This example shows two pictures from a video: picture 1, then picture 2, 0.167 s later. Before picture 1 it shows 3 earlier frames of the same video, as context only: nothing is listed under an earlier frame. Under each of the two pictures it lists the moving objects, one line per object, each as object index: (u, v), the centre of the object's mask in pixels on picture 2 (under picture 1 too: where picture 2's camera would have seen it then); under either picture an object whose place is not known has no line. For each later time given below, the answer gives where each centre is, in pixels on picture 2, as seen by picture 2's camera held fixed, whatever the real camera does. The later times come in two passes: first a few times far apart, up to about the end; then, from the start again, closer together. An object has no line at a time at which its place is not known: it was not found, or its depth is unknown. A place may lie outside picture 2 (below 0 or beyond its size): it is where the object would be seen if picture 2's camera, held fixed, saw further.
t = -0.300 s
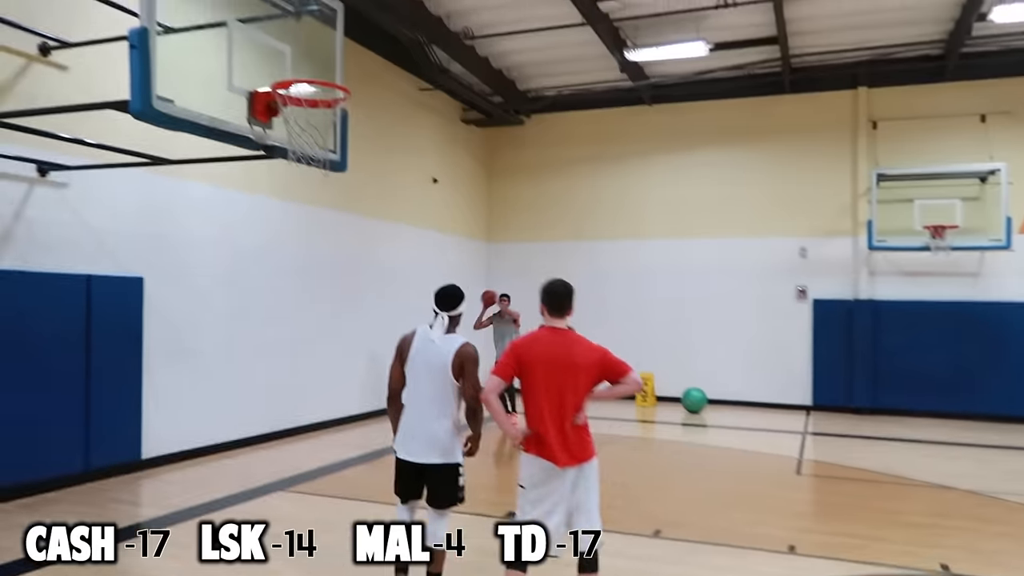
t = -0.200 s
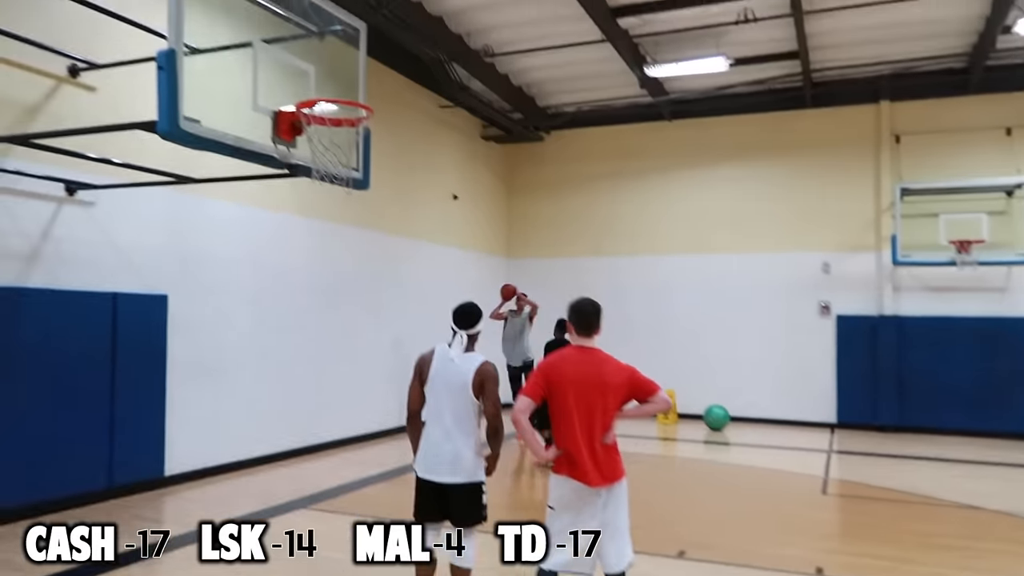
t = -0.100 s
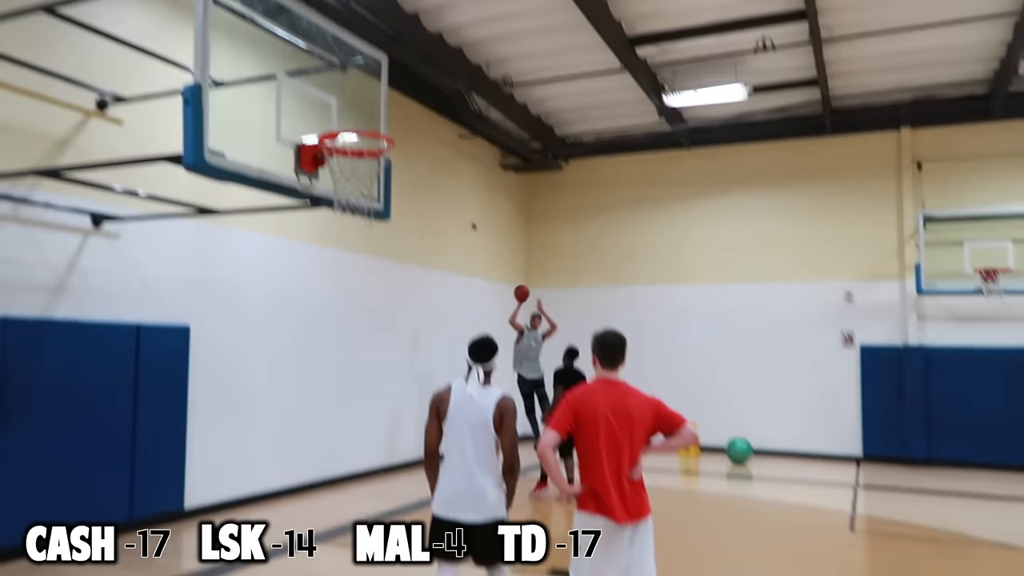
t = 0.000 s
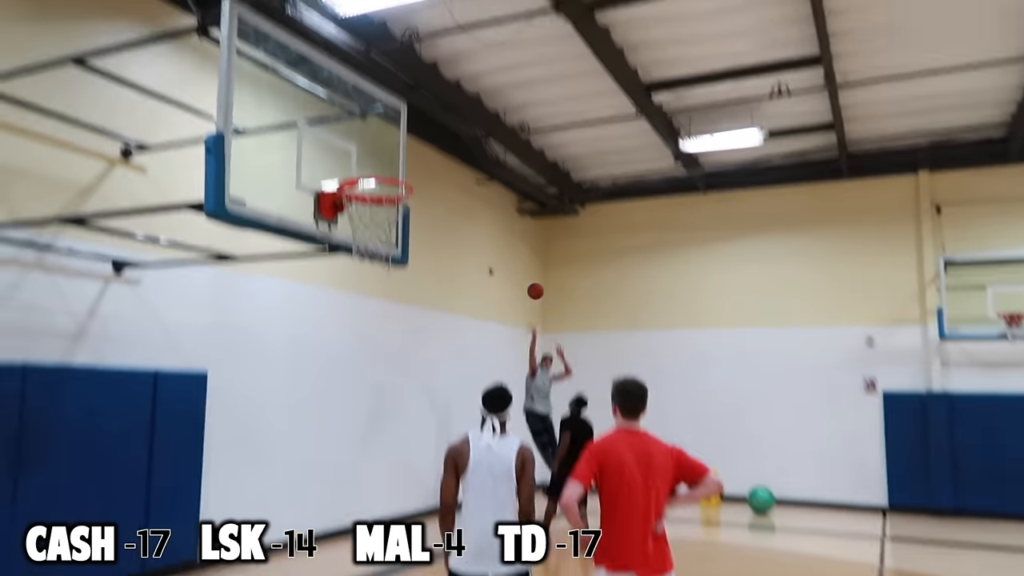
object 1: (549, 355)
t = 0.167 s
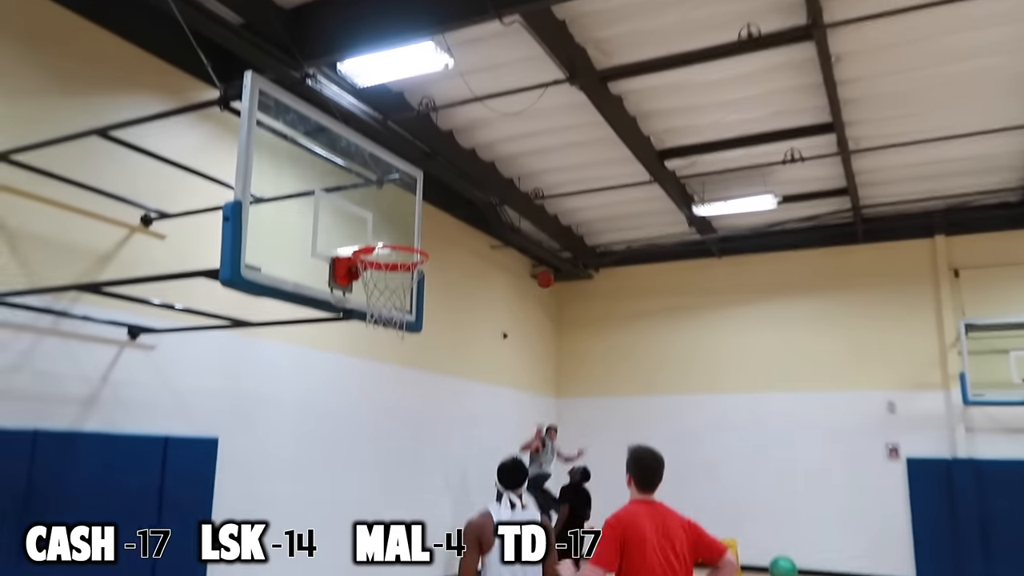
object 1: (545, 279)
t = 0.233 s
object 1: (543, 253)
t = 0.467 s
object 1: (533, 171)
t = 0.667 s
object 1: (524, 123)
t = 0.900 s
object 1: (510, 102)
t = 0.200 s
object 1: (544, 266)
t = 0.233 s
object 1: (543, 253)
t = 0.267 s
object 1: (541, 239)
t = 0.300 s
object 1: (540, 227)
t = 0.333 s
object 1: (539, 215)
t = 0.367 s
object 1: (537, 203)
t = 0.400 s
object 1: (536, 192)
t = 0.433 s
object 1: (535, 181)
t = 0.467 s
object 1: (533, 171)
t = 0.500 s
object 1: (532, 161)
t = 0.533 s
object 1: (531, 152)
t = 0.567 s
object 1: (529, 144)
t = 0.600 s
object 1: (527, 136)
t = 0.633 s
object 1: (526, 129)
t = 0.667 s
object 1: (524, 123)
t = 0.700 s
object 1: (522, 117)
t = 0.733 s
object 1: (520, 112)
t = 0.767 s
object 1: (518, 108)
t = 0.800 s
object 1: (517, 105)
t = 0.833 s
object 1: (515, 103)
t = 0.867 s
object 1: (512, 102)
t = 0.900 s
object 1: (510, 102)
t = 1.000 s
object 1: (504, 108)
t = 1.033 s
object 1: (501, 113)
